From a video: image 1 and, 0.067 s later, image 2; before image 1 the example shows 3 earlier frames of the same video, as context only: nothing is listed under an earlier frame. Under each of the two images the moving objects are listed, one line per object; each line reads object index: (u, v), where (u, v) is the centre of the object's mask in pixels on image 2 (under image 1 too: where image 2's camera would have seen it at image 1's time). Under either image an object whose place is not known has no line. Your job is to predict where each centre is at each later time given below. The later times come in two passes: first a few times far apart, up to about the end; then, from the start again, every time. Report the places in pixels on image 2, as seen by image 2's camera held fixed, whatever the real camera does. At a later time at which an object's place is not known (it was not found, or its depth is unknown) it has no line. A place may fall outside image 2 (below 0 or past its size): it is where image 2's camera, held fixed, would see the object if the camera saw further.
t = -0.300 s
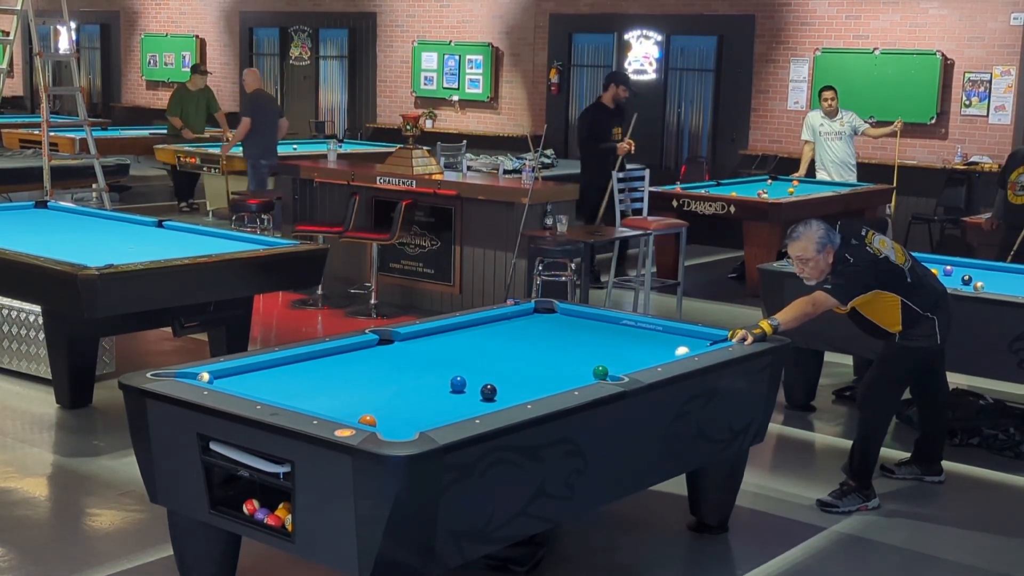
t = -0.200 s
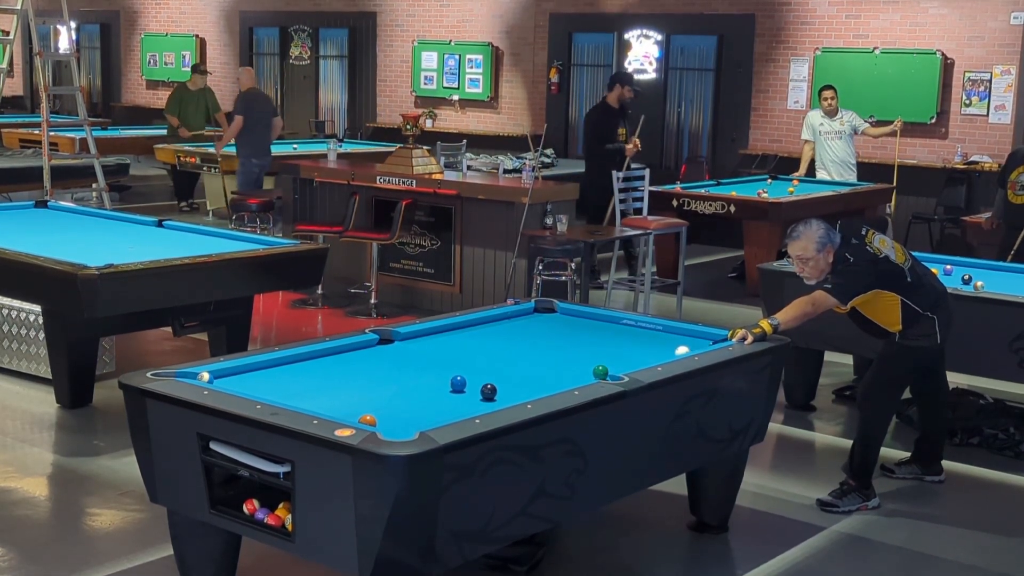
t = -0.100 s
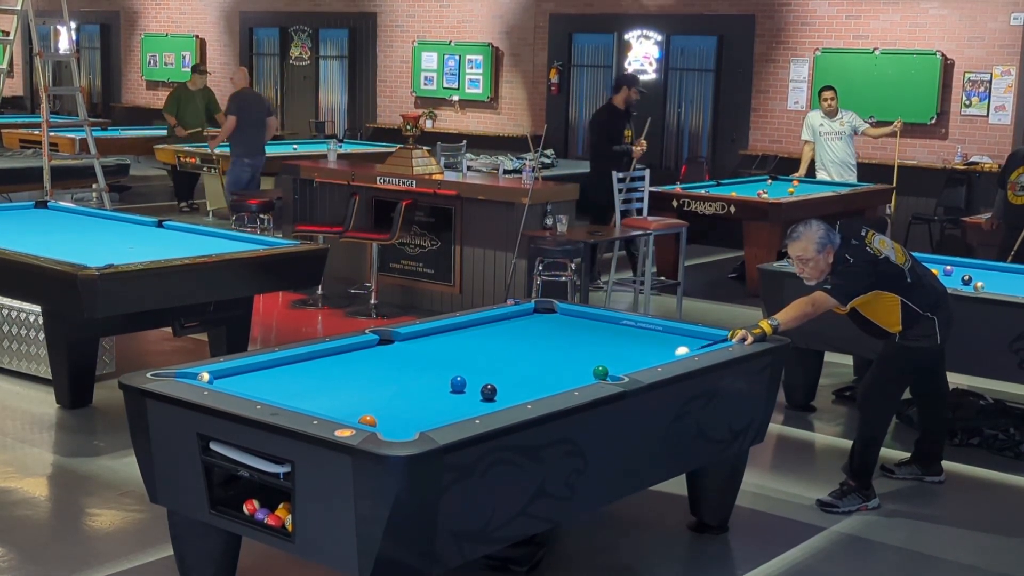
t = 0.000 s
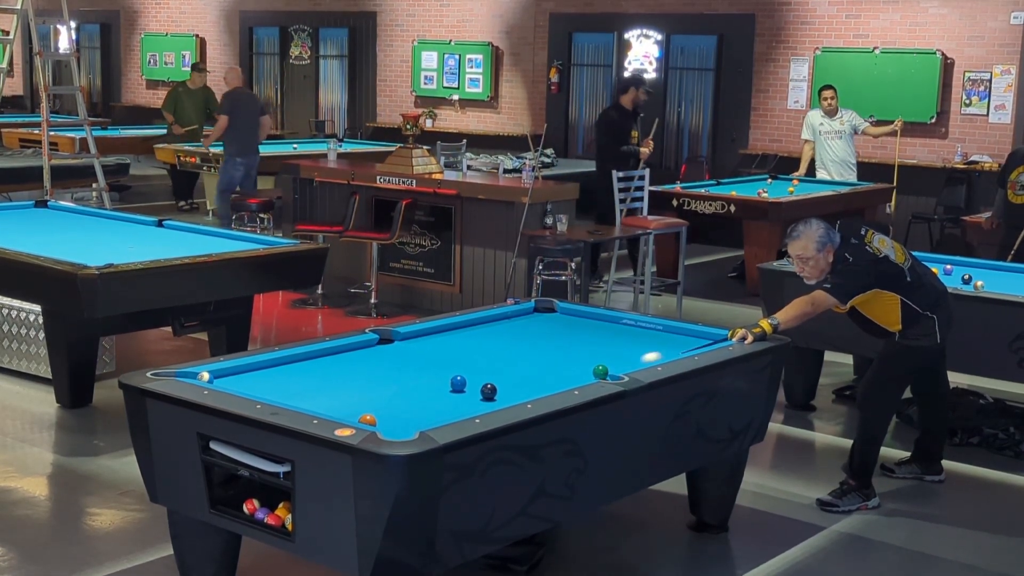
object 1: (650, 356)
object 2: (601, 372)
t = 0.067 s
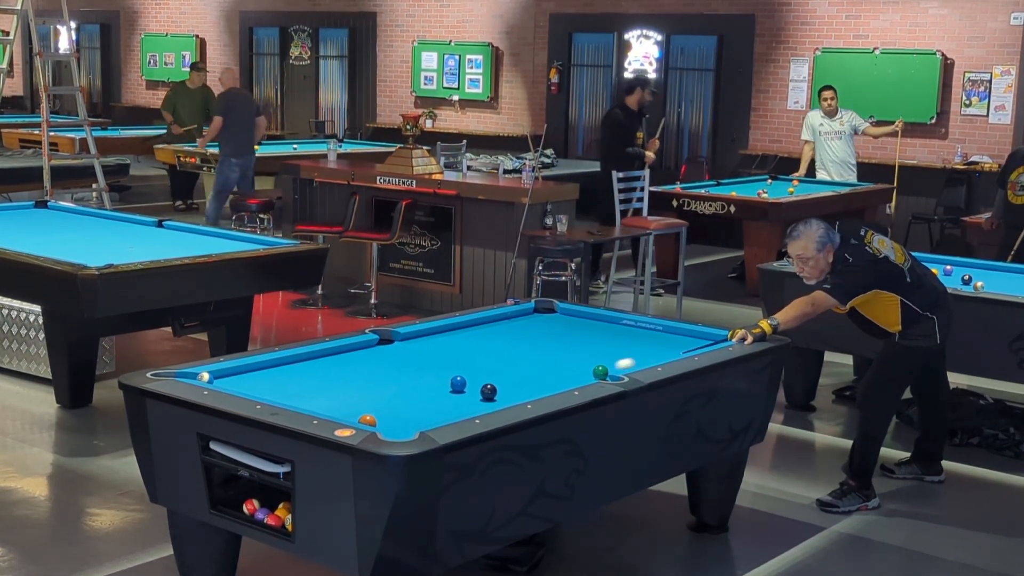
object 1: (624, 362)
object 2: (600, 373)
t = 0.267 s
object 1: (595, 369)
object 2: (553, 385)
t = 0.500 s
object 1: (567, 372)
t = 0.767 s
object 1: (536, 375)
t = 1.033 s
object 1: (505, 379)
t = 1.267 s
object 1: (479, 380)
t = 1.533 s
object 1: (469, 383)
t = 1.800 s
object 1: (466, 383)
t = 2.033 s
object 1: (465, 383)
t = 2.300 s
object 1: (464, 383)
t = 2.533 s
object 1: (464, 383)
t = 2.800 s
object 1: (464, 383)
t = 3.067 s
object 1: (464, 383)
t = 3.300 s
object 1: (464, 383)
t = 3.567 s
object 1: (464, 383)
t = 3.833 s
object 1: (464, 383)
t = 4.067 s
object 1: (464, 383)
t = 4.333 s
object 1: (464, 383)
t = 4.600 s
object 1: (464, 383)
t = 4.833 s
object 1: (464, 383)
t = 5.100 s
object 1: (464, 383)
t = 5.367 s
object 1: (464, 383)
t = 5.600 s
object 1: (464, 383)
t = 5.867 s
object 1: (464, 383)
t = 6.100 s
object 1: (464, 383)
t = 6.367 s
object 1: (464, 383)
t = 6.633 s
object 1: (464, 383)
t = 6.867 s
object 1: (464, 383)
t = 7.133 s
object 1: (464, 383)
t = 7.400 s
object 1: (464, 383)
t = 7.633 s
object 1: (464, 383)
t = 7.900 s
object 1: (464, 383)
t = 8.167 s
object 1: (464, 383)
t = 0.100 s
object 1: (613, 364)
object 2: (600, 373)
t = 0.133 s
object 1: (607, 366)
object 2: (593, 374)
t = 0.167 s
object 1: (604, 367)
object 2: (582, 376)
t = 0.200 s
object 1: (602, 368)
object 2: (573, 379)
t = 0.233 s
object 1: (599, 369)
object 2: (562, 382)
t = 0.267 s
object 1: (595, 369)
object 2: (553, 385)
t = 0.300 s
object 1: (591, 369)
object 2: (544, 386)
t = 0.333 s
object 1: (587, 369)
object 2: (536, 389)
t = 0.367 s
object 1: (583, 370)
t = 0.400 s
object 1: (579, 371)
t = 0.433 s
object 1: (575, 371)
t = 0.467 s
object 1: (571, 372)
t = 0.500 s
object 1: (567, 372)
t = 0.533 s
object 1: (563, 373)
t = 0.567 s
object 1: (559, 373)
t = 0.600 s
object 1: (555, 374)
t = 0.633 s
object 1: (551, 374)
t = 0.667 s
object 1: (547, 374)
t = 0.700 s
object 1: (543, 375)
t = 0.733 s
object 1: (540, 375)
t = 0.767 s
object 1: (536, 375)
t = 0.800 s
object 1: (532, 376)
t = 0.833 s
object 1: (528, 376)
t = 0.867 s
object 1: (525, 377)
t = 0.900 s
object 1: (521, 377)
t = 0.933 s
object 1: (517, 378)
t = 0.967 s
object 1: (513, 378)
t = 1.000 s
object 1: (509, 378)
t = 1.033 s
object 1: (505, 379)
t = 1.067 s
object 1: (502, 379)
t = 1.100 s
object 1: (498, 379)
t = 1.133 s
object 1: (495, 379)
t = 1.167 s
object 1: (491, 378)
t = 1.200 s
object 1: (487, 378)
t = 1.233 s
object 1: (483, 379)
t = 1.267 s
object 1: (479, 380)
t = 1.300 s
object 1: (476, 381)
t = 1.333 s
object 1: (473, 382)
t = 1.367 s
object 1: (473, 382)
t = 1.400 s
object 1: (472, 382)
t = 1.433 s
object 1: (471, 382)
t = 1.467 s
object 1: (470, 383)
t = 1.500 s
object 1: (470, 383)
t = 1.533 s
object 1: (469, 383)
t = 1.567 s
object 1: (469, 383)
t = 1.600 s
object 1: (468, 383)
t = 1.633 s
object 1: (468, 383)
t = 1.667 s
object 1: (467, 383)
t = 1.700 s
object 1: (467, 383)
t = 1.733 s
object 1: (467, 383)
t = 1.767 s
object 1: (466, 383)
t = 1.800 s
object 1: (466, 383)
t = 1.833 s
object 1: (466, 383)
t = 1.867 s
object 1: (465, 383)
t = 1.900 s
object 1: (465, 383)
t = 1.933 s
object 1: (465, 383)
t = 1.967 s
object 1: (465, 383)
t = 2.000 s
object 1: (465, 383)
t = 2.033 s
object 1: (465, 383)
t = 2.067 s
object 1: (465, 383)
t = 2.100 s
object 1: (464, 383)
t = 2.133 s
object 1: (464, 383)
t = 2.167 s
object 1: (464, 383)
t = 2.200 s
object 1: (464, 383)
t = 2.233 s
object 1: (464, 383)
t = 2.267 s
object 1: (464, 383)
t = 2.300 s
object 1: (464, 383)
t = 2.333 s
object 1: (464, 383)
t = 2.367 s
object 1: (464, 383)
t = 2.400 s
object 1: (464, 383)
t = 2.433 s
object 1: (464, 383)
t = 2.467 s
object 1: (464, 383)
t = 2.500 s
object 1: (464, 383)
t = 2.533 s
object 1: (464, 383)
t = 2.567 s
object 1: (464, 383)
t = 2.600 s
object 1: (464, 383)
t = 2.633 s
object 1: (464, 383)
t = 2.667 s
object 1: (464, 383)
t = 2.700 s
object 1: (464, 383)
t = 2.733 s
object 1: (464, 383)
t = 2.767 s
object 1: (464, 383)
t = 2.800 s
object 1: (464, 383)
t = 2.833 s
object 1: (464, 383)
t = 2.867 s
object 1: (464, 383)
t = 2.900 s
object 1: (464, 383)
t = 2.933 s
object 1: (464, 383)
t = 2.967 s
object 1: (464, 383)
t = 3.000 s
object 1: (464, 383)
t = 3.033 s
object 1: (464, 383)
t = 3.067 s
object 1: (464, 383)
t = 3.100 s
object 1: (464, 383)
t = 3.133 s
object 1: (464, 383)
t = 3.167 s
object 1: (464, 383)
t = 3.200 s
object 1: (464, 383)
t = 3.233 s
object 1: (464, 383)
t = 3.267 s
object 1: (464, 383)
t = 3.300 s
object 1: (464, 383)
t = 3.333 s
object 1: (464, 383)
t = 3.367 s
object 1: (464, 383)
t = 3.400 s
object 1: (464, 383)
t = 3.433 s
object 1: (464, 383)
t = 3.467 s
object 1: (464, 383)
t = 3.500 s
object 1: (464, 383)
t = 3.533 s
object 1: (464, 383)
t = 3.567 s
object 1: (464, 383)
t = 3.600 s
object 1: (464, 383)
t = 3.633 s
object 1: (464, 383)
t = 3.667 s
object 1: (464, 383)
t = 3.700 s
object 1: (464, 383)
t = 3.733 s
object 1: (464, 383)
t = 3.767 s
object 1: (464, 383)
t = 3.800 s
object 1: (464, 383)
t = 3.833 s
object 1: (464, 383)
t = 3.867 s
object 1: (464, 383)
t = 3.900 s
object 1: (464, 383)
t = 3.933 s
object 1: (464, 383)
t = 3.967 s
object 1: (464, 383)
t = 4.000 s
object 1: (464, 383)
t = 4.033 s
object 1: (464, 383)
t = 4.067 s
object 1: (464, 383)
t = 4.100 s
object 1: (464, 383)
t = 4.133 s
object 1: (464, 383)
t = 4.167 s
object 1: (464, 383)
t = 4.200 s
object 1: (464, 383)
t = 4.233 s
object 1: (464, 383)
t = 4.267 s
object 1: (464, 383)
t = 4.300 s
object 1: (464, 383)
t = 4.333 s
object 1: (464, 383)
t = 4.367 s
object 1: (464, 383)
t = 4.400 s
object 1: (464, 383)
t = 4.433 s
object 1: (464, 383)
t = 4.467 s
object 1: (464, 383)
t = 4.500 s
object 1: (464, 383)
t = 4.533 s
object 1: (464, 383)
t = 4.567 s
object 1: (464, 383)
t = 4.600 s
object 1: (464, 383)
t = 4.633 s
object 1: (464, 383)
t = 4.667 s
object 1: (464, 383)
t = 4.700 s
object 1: (464, 383)
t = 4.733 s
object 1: (464, 383)
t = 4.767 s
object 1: (464, 383)
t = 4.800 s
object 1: (464, 383)
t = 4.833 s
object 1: (464, 383)
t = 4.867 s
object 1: (464, 383)
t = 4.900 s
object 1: (464, 383)
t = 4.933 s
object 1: (464, 383)
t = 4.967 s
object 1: (464, 383)
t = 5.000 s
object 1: (464, 383)
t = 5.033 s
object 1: (464, 383)
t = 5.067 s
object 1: (464, 383)
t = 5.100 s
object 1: (464, 383)
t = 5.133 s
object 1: (464, 383)
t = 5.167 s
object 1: (464, 383)
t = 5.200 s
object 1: (464, 383)
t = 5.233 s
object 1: (464, 383)
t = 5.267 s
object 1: (464, 383)
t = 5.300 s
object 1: (464, 383)
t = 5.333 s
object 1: (464, 383)
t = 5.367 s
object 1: (464, 383)
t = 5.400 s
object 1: (464, 383)
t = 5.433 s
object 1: (464, 383)
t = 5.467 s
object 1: (464, 383)
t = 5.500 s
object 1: (464, 383)
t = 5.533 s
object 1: (464, 383)
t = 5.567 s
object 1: (464, 383)
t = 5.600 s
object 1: (464, 383)
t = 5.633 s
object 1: (464, 383)
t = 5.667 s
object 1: (464, 383)
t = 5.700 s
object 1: (464, 383)
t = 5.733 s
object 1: (464, 383)
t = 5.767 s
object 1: (464, 383)
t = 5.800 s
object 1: (464, 383)
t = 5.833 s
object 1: (464, 383)
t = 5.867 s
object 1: (464, 383)
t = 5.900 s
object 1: (464, 383)
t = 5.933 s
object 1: (464, 383)
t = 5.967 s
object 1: (464, 383)
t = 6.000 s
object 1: (464, 383)
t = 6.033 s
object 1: (464, 383)
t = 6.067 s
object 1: (464, 383)
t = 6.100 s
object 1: (464, 383)
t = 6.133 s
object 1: (464, 383)
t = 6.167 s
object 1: (464, 383)
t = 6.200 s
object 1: (464, 383)
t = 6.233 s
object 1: (464, 383)
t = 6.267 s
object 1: (464, 383)
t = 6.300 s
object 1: (464, 383)
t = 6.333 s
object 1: (464, 383)
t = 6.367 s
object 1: (464, 383)
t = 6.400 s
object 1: (464, 383)
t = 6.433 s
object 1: (464, 383)
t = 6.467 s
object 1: (464, 383)
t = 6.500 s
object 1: (464, 383)
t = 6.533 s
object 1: (464, 383)
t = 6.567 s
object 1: (464, 383)
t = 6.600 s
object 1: (464, 383)
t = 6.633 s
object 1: (464, 383)
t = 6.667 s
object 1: (464, 383)
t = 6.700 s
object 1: (464, 383)
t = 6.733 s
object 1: (464, 383)
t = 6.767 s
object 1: (464, 383)
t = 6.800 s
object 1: (464, 383)
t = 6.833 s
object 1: (464, 383)
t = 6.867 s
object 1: (464, 383)
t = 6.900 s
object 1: (464, 383)
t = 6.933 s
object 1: (464, 383)
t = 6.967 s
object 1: (464, 383)
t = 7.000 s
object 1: (464, 383)
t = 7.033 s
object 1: (464, 383)
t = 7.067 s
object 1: (464, 383)
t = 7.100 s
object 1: (464, 383)
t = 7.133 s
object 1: (464, 383)
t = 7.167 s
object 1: (464, 383)
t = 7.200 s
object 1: (464, 383)
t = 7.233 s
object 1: (464, 383)
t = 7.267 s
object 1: (464, 383)
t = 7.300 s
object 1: (464, 383)
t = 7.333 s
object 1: (464, 383)
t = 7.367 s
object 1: (464, 383)
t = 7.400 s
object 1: (464, 383)
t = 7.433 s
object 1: (464, 383)
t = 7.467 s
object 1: (464, 383)
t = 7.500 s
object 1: (464, 383)
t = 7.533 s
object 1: (464, 383)
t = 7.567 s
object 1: (464, 383)
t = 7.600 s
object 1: (464, 383)
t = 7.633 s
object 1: (464, 383)
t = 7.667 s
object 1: (464, 383)
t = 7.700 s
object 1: (464, 383)
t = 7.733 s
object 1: (464, 383)
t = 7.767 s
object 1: (464, 383)
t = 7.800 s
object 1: (464, 383)
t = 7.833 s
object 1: (464, 383)
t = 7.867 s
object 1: (464, 383)
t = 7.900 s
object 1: (464, 383)
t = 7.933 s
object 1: (464, 383)
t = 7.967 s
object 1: (464, 383)
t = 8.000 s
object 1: (464, 383)
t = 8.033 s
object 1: (464, 383)
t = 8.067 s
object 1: (464, 383)
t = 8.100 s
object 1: (464, 383)
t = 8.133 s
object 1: (464, 383)
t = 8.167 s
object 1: (464, 383)
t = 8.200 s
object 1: (464, 383)
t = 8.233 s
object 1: (464, 383)
